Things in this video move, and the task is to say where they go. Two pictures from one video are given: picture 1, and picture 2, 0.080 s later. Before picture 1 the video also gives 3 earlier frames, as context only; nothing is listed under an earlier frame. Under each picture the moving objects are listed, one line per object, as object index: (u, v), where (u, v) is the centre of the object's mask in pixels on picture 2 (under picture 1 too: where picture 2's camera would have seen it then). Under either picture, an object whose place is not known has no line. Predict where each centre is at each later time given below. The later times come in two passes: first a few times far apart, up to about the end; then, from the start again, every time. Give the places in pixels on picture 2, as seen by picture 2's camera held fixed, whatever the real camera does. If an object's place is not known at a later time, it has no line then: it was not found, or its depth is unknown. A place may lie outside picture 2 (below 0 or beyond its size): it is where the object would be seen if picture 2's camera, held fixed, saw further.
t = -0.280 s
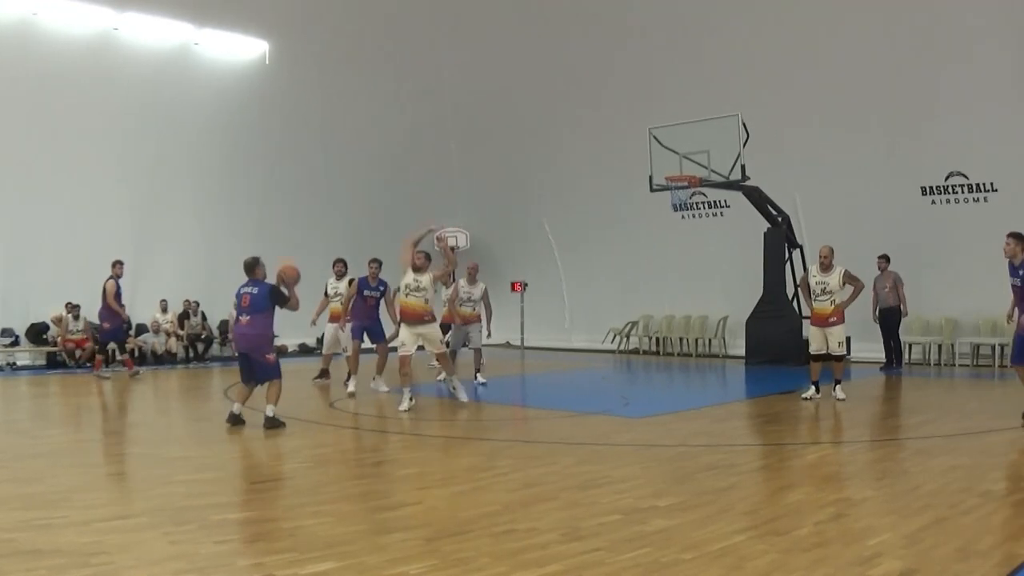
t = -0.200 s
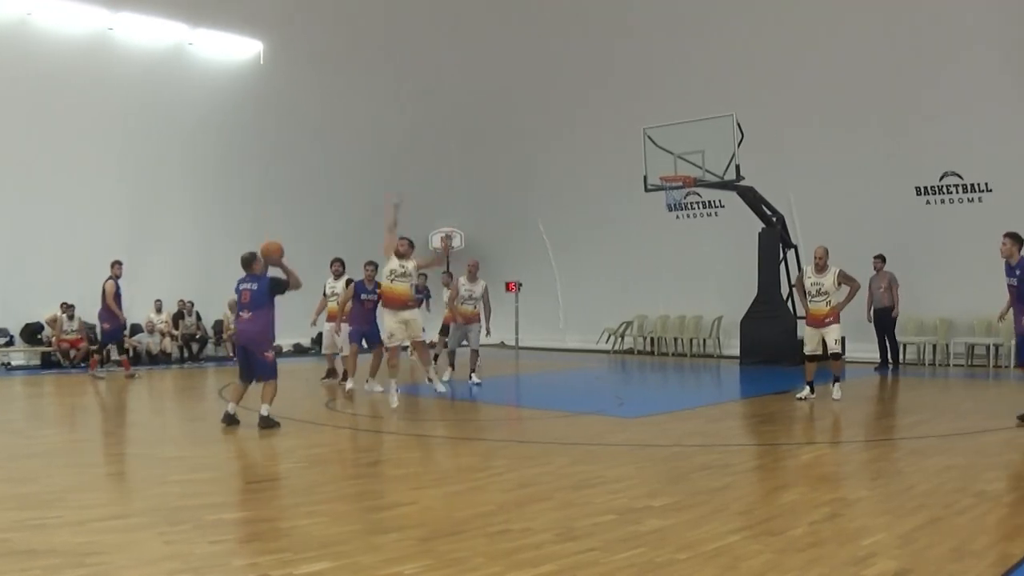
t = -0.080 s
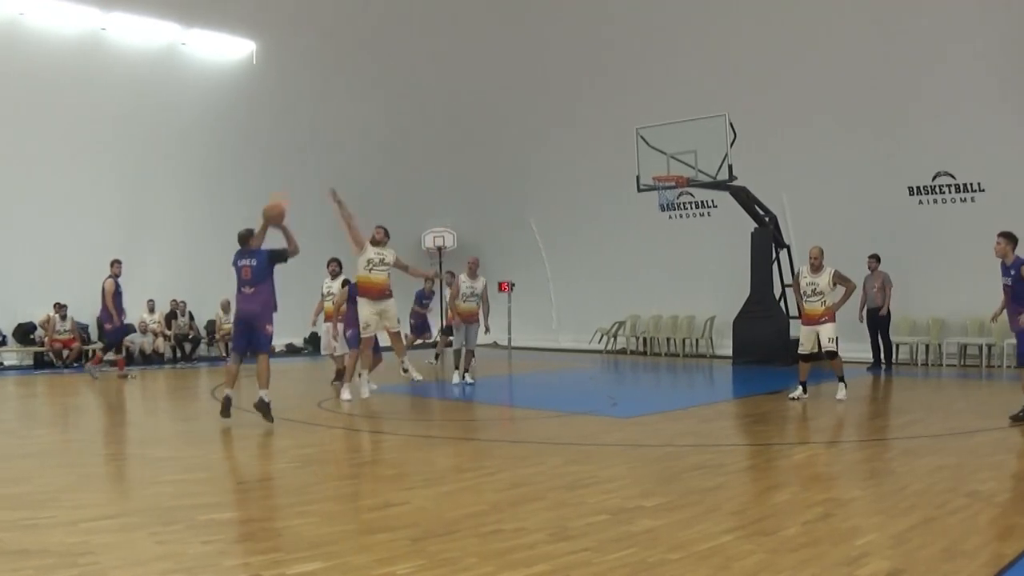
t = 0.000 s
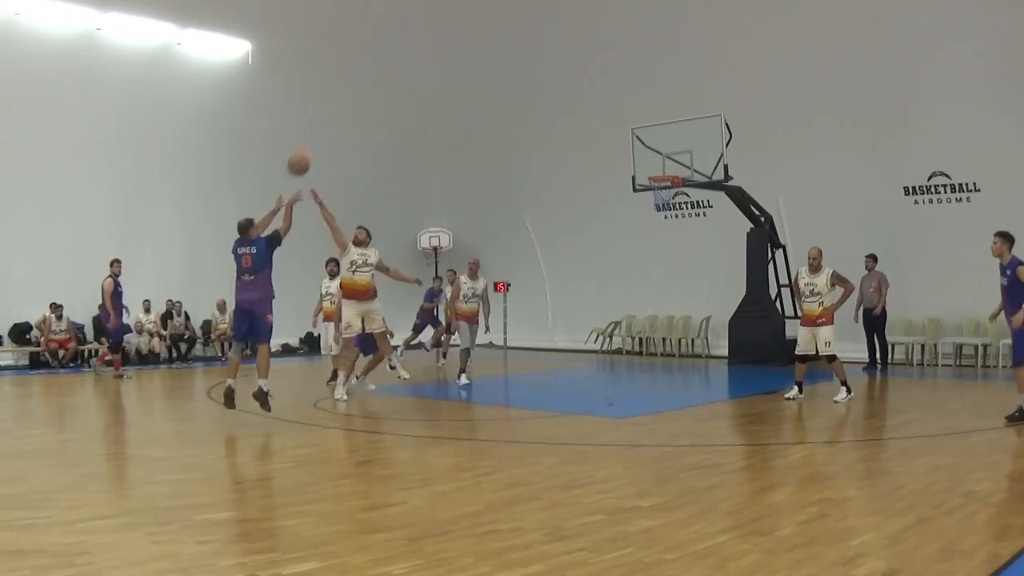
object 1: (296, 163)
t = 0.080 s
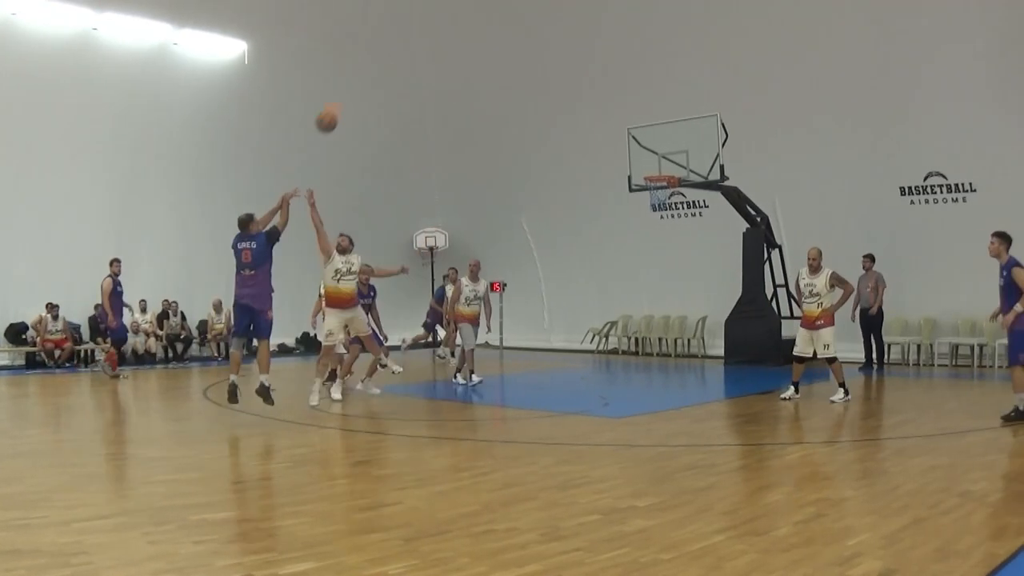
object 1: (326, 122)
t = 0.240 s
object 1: (382, 60)
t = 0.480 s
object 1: (454, 17)
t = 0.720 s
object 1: (517, 21)
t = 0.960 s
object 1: (573, 60)
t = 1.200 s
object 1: (622, 134)
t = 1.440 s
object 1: (662, 156)
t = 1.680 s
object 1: (655, 145)
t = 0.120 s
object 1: (341, 103)
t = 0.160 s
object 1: (355, 87)
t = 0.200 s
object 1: (369, 73)
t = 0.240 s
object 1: (382, 60)
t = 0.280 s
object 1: (394, 49)
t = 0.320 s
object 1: (407, 40)
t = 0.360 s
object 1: (419, 32)
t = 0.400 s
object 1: (431, 25)
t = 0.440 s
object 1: (442, 20)
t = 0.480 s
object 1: (454, 17)
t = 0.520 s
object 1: (464, 15)
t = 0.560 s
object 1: (475, 13)
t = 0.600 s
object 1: (486, 14)
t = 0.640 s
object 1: (496, 15)
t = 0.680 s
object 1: (506, 17)
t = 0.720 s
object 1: (517, 21)
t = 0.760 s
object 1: (526, 25)
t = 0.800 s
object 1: (536, 30)
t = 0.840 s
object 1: (546, 36)
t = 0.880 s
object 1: (555, 43)
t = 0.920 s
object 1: (564, 52)
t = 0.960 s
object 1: (573, 60)
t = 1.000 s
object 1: (582, 71)
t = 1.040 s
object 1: (590, 81)
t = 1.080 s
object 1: (599, 93)
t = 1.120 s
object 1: (607, 105)
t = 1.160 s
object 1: (615, 119)
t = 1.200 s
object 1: (622, 134)
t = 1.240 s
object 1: (630, 148)
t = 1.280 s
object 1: (637, 163)
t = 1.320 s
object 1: (644, 169)
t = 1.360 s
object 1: (651, 163)
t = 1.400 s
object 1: (657, 159)
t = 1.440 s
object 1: (662, 156)
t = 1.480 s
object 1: (662, 152)
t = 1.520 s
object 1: (660, 149)
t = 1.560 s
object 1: (659, 146)
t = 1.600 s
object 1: (658, 145)
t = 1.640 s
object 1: (657, 145)
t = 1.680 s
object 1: (655, 145)
